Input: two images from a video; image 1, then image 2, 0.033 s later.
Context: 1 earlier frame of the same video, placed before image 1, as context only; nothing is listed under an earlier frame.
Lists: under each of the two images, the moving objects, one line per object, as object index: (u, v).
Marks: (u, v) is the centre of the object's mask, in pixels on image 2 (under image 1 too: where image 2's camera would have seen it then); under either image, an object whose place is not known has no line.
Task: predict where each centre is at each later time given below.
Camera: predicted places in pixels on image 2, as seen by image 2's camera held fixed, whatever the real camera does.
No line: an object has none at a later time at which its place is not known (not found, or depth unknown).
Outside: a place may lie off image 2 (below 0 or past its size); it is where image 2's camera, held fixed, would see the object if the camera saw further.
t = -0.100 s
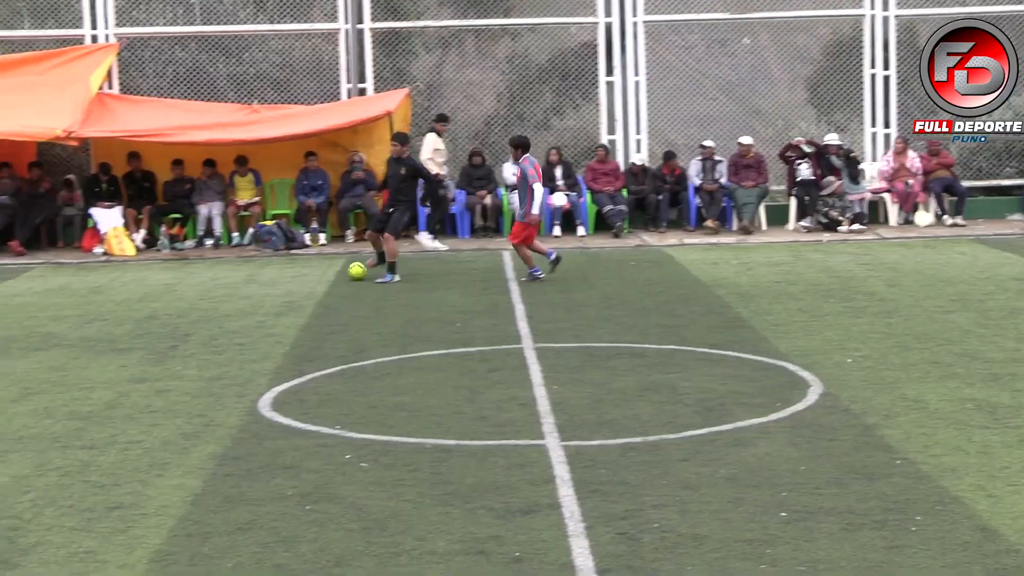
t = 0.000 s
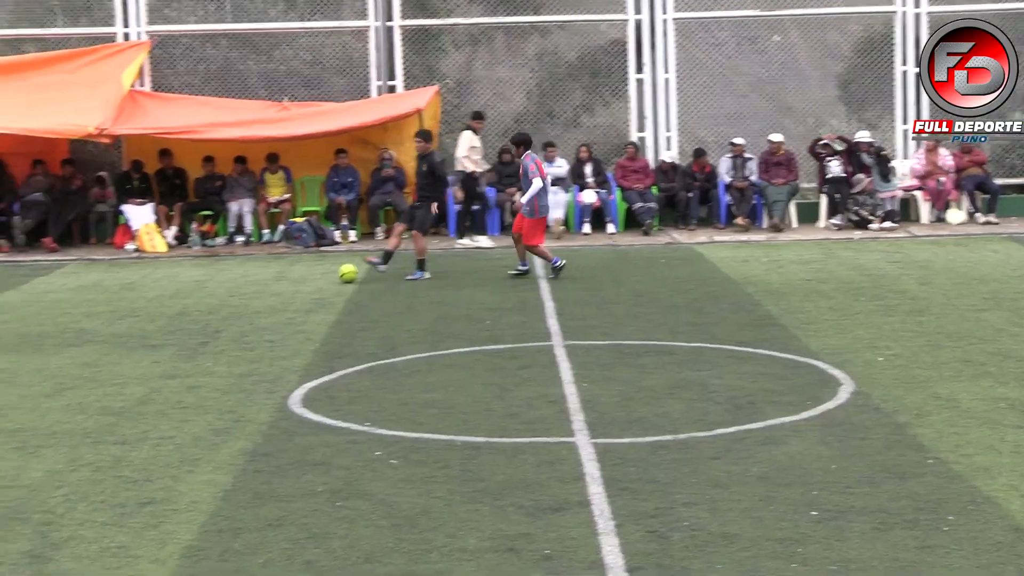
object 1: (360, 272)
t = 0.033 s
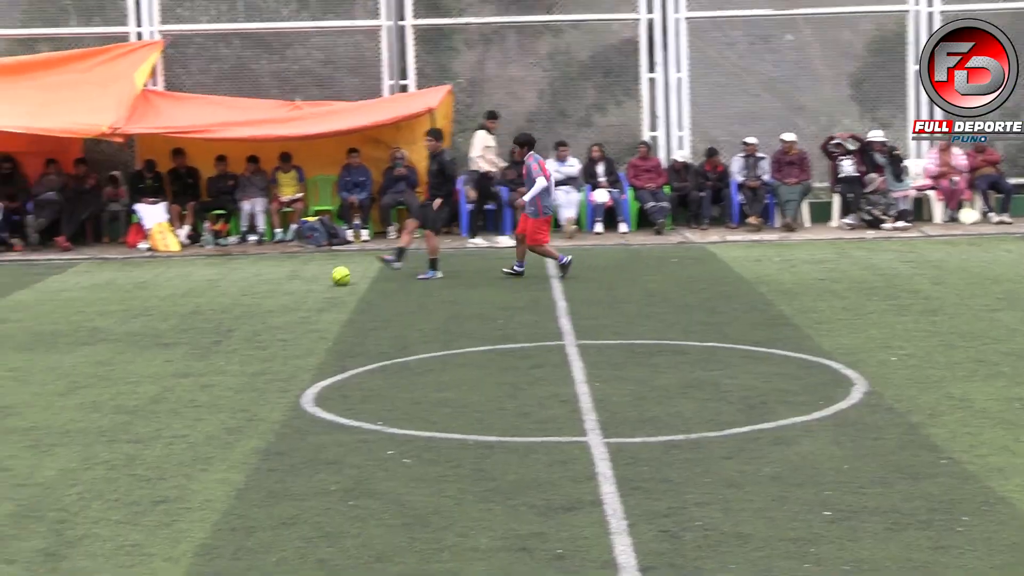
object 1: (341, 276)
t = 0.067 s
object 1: (323, 278)
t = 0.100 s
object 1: (304, 281)
